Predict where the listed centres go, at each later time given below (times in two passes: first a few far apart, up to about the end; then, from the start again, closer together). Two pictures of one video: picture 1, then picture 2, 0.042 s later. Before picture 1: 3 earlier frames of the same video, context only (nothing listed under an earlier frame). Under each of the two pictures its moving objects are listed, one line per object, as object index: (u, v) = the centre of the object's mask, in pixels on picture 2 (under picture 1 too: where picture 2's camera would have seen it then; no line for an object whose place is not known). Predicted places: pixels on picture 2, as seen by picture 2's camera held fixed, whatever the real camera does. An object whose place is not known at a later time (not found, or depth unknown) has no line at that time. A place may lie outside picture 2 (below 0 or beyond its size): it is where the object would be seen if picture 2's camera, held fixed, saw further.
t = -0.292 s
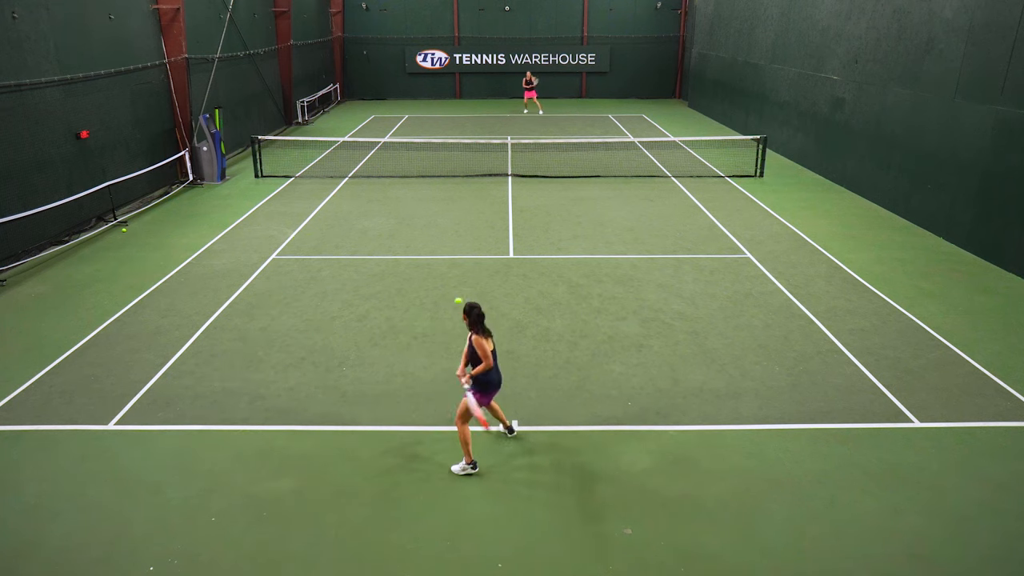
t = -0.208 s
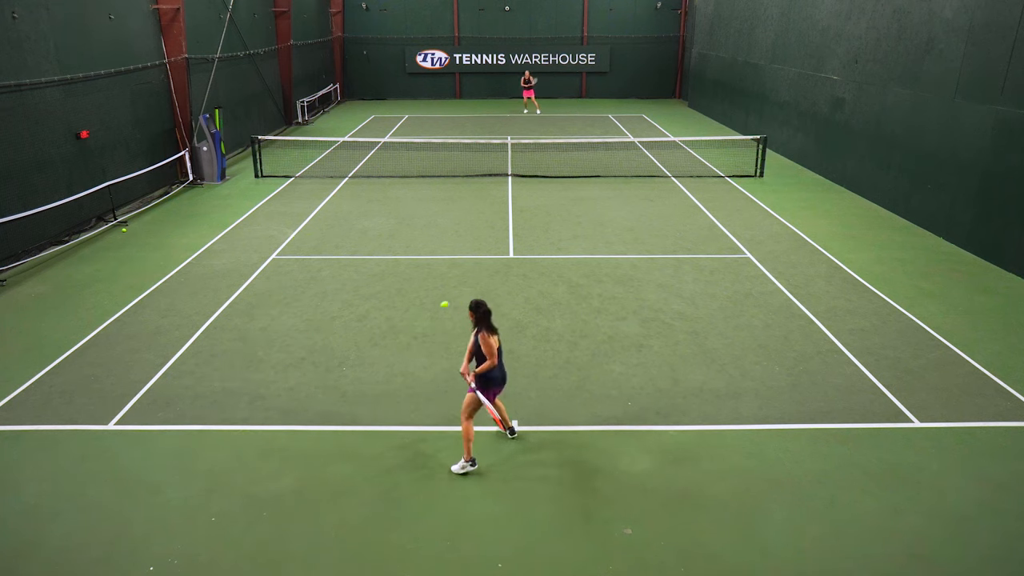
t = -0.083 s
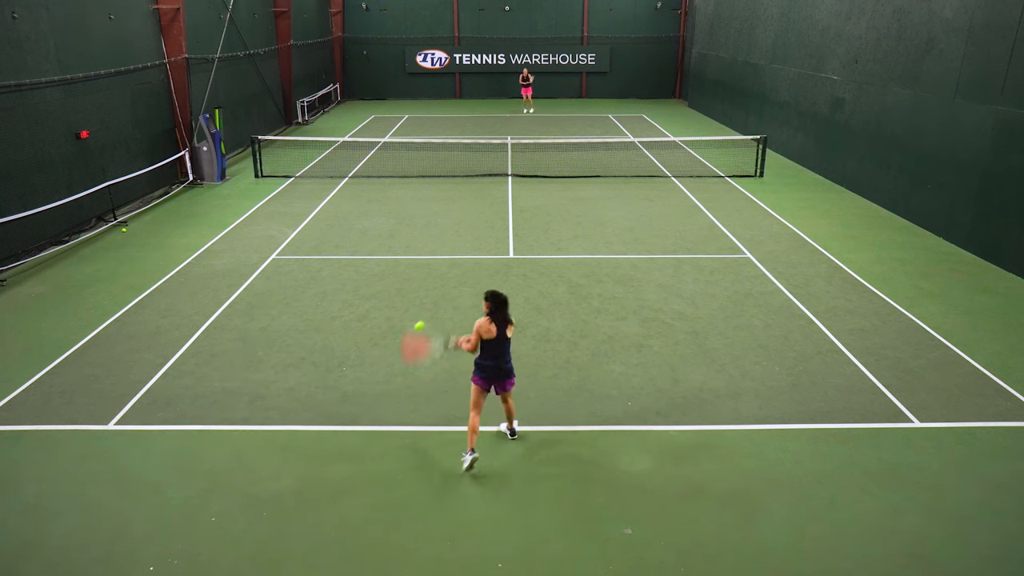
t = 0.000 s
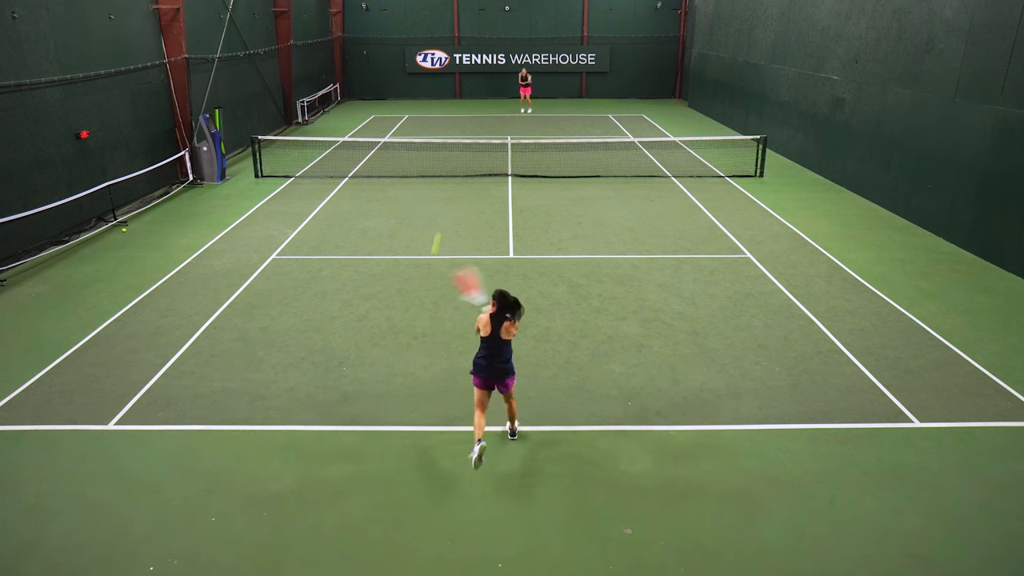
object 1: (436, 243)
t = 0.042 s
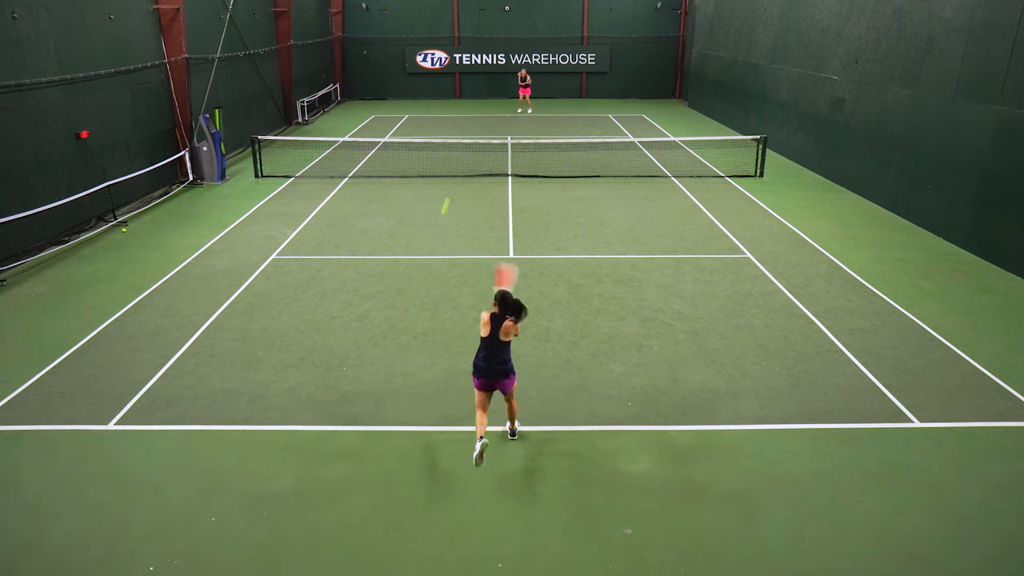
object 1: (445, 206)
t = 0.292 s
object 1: (474, 98)
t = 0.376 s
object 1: (479, 85)
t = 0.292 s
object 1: (474, 98)
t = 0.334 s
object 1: (476, 91)
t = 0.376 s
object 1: (479, 85)
